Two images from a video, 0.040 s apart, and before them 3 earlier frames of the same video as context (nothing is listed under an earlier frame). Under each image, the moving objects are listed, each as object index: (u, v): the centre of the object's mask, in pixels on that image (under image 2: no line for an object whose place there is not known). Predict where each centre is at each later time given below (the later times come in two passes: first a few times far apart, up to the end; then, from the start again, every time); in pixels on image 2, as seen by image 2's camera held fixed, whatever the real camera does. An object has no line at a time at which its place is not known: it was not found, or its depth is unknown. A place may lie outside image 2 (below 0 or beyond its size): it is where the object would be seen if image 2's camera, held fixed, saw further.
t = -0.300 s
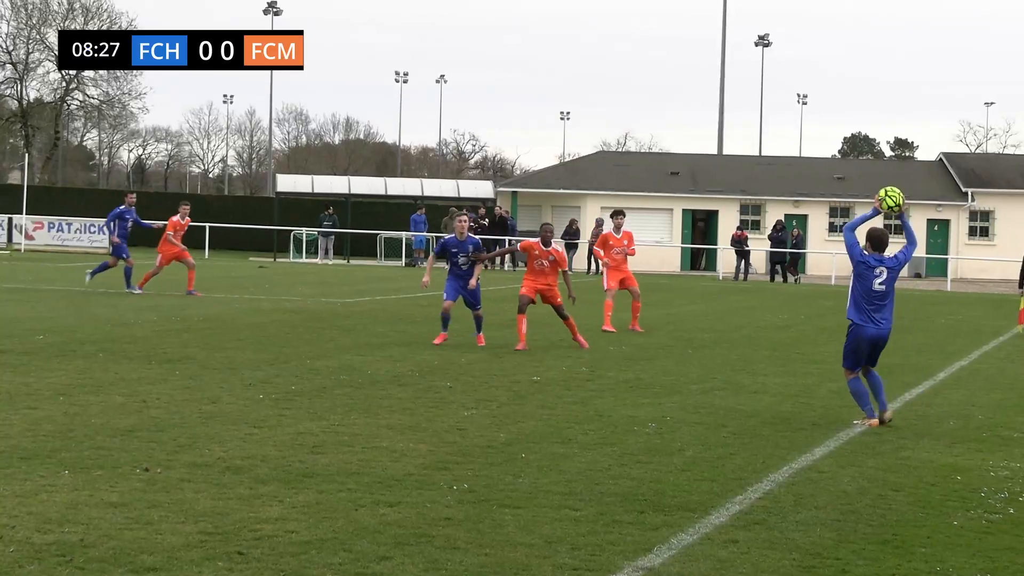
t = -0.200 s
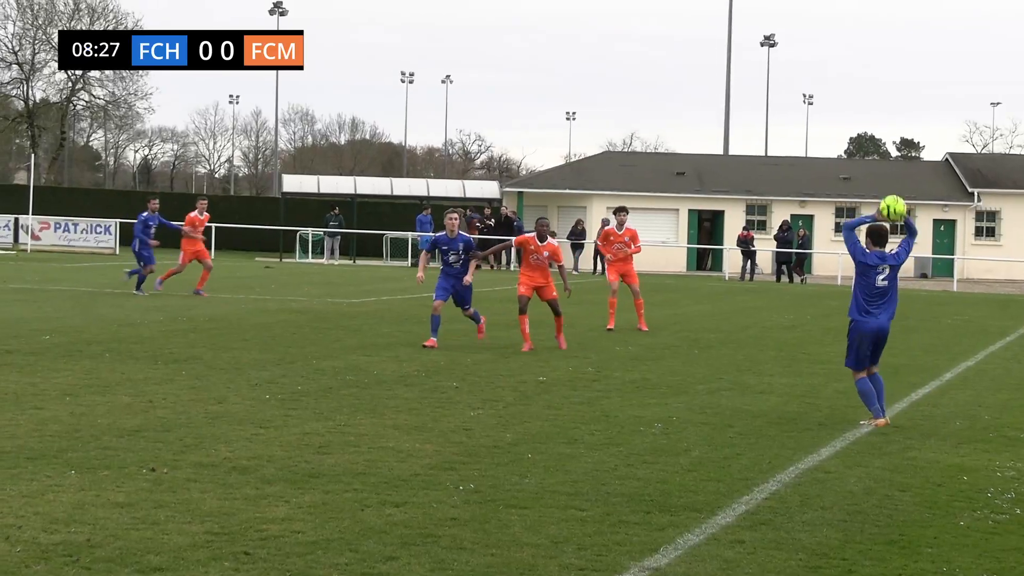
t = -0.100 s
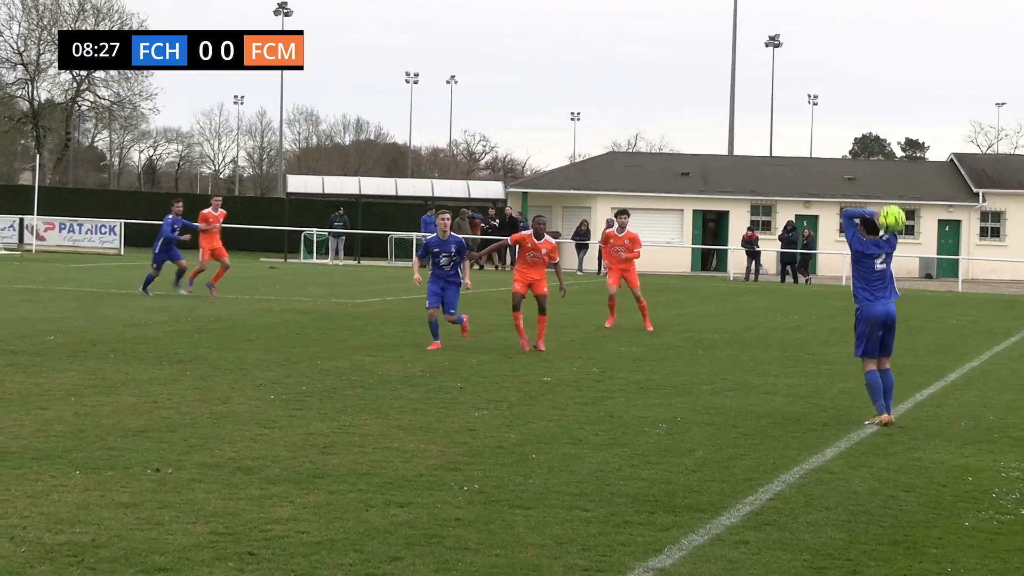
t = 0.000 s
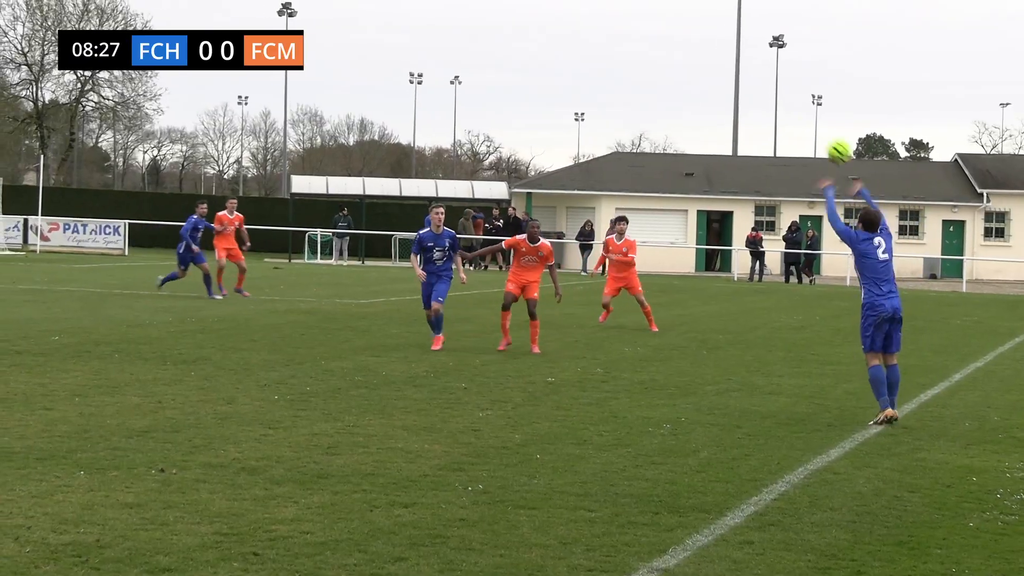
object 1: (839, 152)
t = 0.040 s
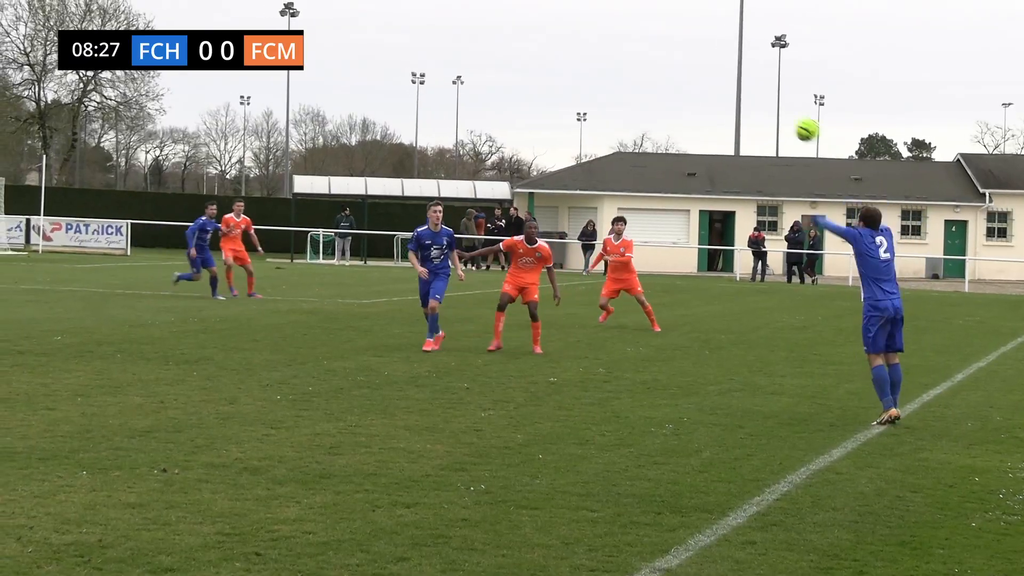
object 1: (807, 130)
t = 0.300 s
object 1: (623, 53)
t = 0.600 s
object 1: (468, 61)
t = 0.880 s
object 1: (356, 128)
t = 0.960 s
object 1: (327, 157)
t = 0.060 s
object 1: (791, 120)
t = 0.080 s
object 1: (775, 111)
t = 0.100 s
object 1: (759, 103)
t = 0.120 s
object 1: (744, 95)
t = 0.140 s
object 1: (729, 88)
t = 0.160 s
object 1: (715, 82)
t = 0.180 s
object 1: (700, 76)
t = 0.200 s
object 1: (687, 71)
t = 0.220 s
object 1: (673, 66)
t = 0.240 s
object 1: (660, 62)
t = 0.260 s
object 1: (648, 59)
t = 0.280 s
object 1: (636, 56)
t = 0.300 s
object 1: (623, 53)
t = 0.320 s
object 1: (611, 51)
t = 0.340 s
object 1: (599, 49)
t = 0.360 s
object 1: (588, 48)
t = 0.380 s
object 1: (577, 47)
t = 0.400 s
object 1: (566, 47)
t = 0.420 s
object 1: (555, 47)
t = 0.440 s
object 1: (545, 47)
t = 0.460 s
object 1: (534, 48)
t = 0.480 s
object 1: (524, 49)
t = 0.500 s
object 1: (514, 50)
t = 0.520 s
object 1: (505, 52)
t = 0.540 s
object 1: (495, 54)
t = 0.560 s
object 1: (486, 56)
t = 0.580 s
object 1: (477, 59)
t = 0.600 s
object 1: (468, 61)
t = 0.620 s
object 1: (459, 64)
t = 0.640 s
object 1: (451, 67)
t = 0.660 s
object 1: (442, 70)
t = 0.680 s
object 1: (433, 74)
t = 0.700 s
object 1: (425, 78)
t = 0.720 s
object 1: (417, 83)
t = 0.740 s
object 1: (409, 87)
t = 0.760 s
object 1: (401, 93)
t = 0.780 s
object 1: (394, 98)
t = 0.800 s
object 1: (386, 103)
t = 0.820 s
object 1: (379, 109)
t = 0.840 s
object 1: (371, 116)
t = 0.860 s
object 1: (364, 122)
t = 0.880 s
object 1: (356, 128)
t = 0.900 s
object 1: (349, 135)
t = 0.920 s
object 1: (341, 143)
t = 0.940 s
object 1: (334, 150)
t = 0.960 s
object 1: (327, 157)
